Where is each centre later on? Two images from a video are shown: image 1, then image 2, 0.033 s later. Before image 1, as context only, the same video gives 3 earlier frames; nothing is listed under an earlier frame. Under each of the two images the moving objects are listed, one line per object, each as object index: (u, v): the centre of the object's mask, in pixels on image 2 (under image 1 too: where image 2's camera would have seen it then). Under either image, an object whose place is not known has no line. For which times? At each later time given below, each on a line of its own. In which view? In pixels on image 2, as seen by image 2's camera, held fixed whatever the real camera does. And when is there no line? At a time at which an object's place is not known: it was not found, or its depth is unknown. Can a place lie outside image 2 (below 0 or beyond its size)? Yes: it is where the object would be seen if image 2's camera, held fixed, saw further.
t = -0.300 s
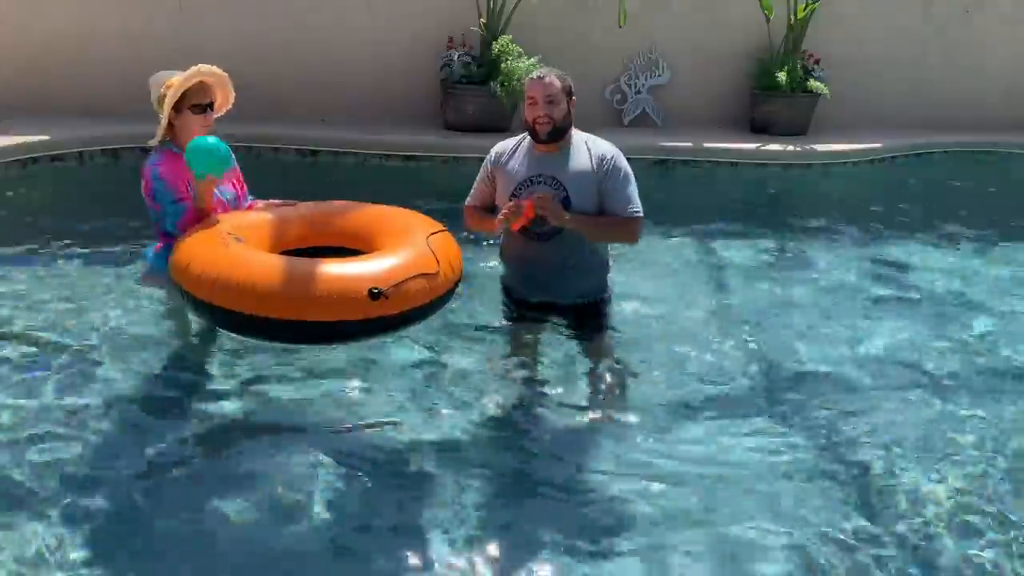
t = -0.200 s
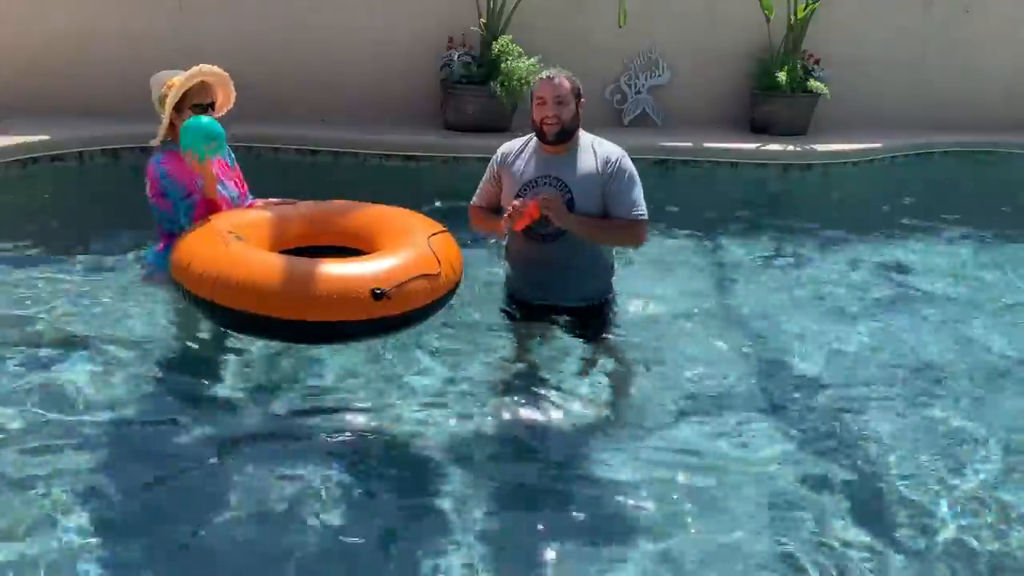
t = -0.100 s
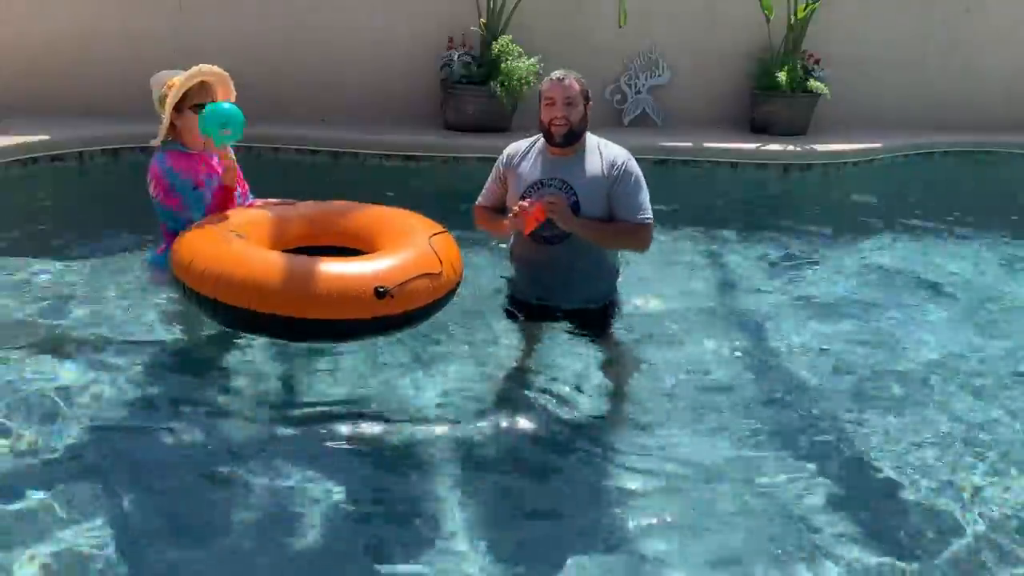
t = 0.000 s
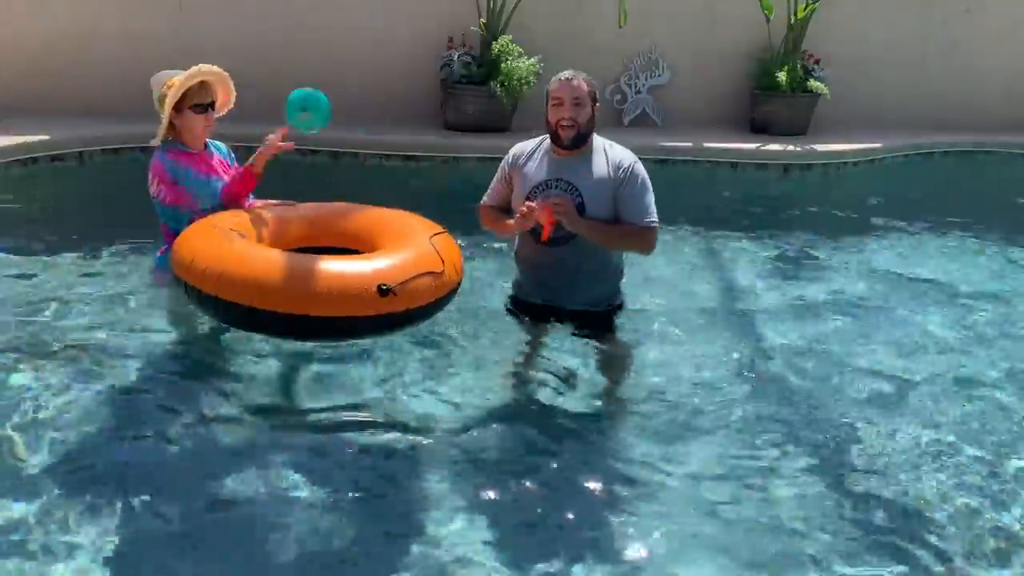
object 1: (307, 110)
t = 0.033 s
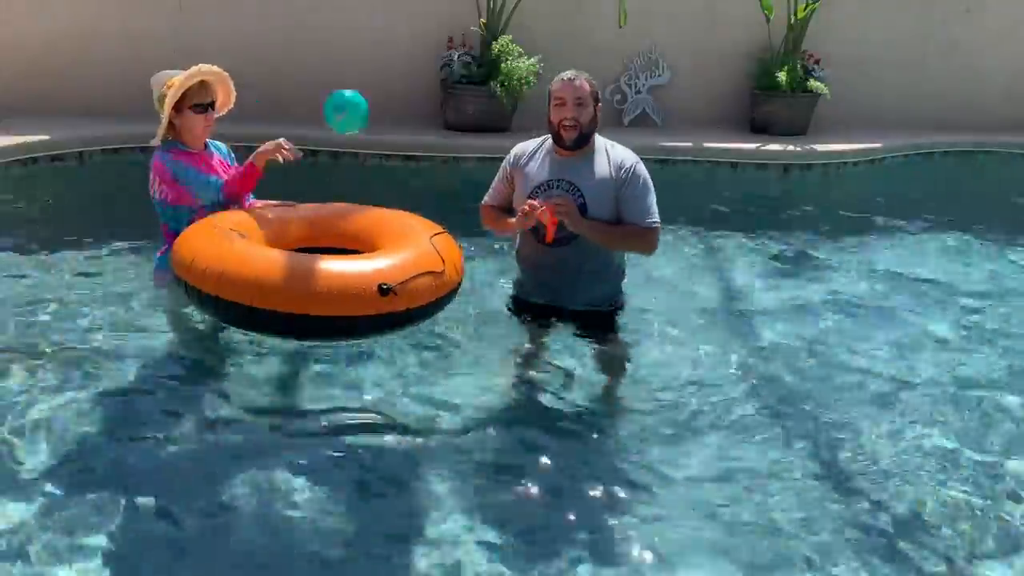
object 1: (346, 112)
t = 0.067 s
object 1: (383, 116)
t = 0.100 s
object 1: (419, 124)
